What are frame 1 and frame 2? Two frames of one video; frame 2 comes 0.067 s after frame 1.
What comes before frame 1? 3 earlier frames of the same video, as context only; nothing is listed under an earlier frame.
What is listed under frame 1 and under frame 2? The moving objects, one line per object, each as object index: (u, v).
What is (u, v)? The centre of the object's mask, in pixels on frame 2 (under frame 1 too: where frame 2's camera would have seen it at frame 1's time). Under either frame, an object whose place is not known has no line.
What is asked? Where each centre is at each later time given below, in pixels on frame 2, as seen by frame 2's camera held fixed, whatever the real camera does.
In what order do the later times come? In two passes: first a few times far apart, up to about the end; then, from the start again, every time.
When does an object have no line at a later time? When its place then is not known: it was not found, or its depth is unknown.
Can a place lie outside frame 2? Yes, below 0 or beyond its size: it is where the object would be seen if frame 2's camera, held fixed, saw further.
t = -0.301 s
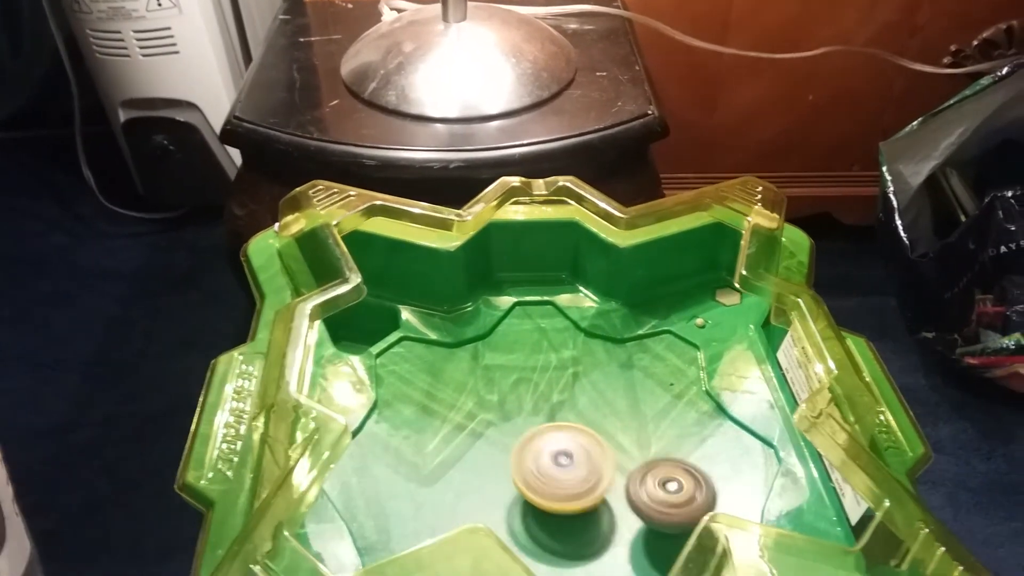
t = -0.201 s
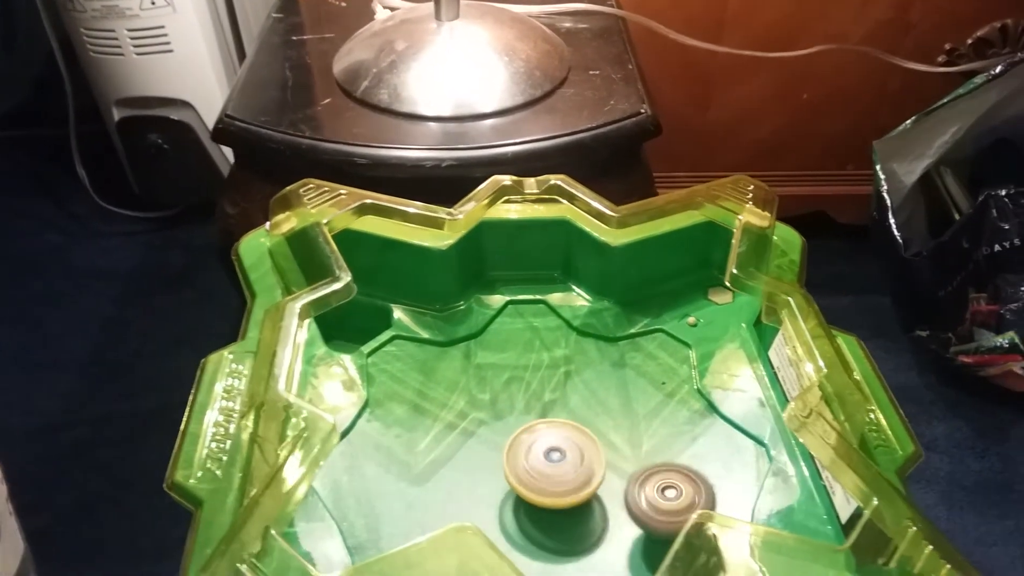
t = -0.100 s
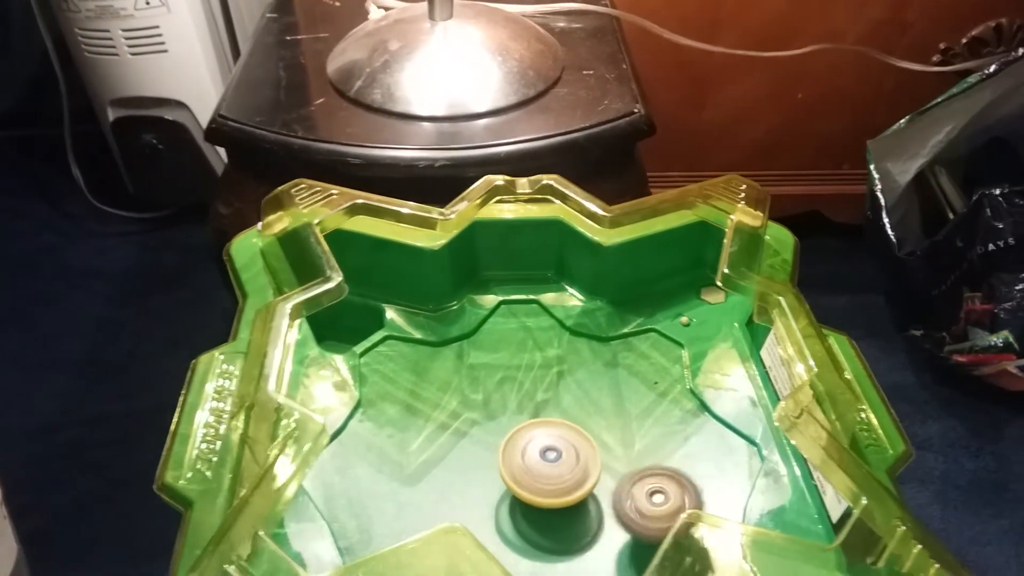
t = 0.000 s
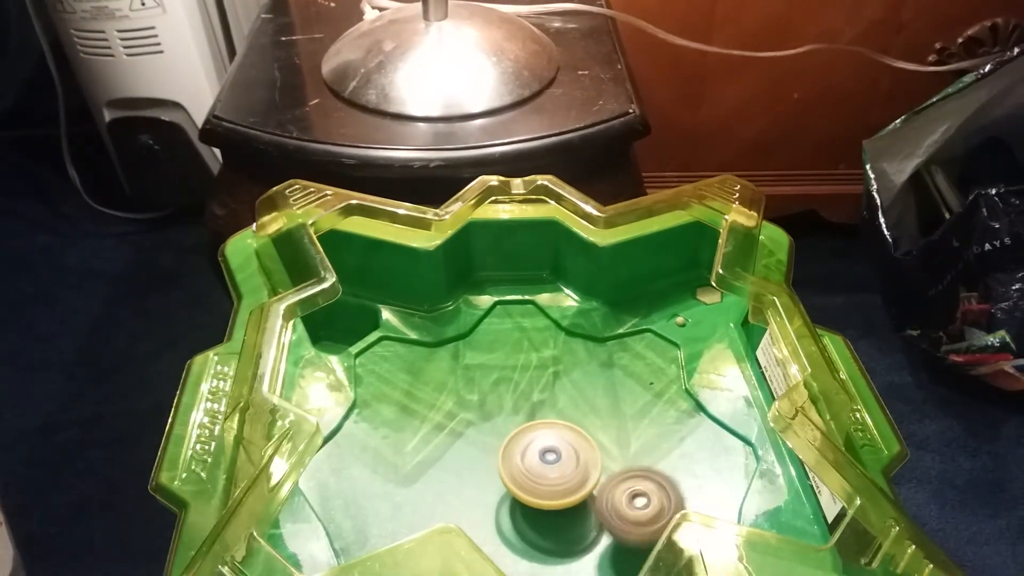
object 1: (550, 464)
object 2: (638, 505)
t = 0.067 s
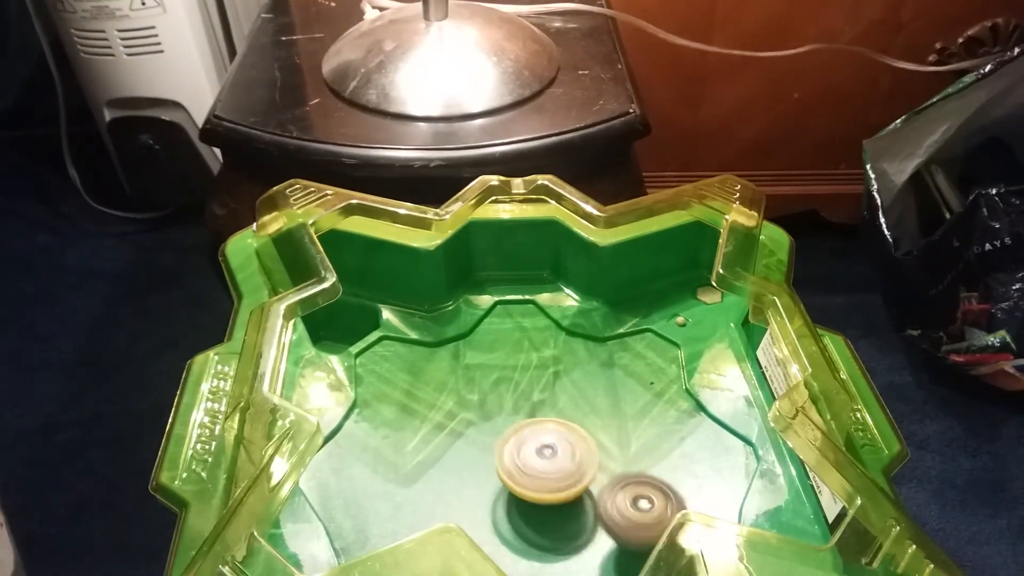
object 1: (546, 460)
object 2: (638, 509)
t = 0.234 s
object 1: (535, 456)
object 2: (632, 524)
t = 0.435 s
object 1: (535, 460)
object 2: (607, 531)
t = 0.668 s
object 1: (541, 467)
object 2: (587, 545)
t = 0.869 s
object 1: (549, 480)
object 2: (598, 555)
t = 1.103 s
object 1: (548, 476)
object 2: (598, 546)
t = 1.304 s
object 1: (545, 457)
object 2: (583, 535)
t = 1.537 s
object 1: (558, 443)
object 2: (551, 518)
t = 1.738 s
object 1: (573, 448)
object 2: (525, 527)
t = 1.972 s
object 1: (574, 461)
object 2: (518, 527)
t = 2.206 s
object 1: (581, 458)
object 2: (509, 532)
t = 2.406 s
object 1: (580, 457)
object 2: (511, 519)
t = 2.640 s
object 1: (588, 456)
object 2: (493, 516)
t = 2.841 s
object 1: (590, 457)
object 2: (497, 525)
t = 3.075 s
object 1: (588, 461)
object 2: (515, 513)
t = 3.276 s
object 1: (591, 455)
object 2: (496, 508)
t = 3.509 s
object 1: (584, 454)
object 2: (505, 502)
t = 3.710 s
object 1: (594, 448)
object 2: (499, 499)
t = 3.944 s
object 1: (588, 453)
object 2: (501, 496)
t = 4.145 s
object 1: (586, 453)
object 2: (502, 493)
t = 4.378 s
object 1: (589, 458)
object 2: (503, 501)
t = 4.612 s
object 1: (579, 455)
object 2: (494, 493)
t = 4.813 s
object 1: (576, 454)
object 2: (492, 499)
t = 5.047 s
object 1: (577, 453)
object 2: (502, 496)
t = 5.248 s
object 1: (595, 466)
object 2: (539, 519)
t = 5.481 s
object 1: (611, 474)
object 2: (543, 525)
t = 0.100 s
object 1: (543, 458)
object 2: (639, 513)
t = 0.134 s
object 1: (542, 458)
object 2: (637, 516)
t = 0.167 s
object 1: (538, 457)
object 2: (636, 520)
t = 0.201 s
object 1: (537, 457)
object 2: (634, 522)
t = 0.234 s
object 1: (535, 456)
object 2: (632, 524)
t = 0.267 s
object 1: (535, 456)
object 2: (630, 527)
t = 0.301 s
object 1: (534, 456)
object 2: (626, 528)
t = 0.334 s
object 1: (534, 457)
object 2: (623, 530)
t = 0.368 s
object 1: (534, 457)
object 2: (618, 531)
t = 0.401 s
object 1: (534, 459)
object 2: (614, 532)
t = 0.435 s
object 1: (535, 460)
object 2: (607, 531)
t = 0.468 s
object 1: (535, 461)
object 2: (599, 529)
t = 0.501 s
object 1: (536, 463)
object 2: (592, 530)
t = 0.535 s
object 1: (536, 463)
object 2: (588, 530)
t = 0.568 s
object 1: (536, 464)
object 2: (587, 532)
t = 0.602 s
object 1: (537, 464)
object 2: (589, 537)
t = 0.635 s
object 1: (540, 466)
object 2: (589, 541)
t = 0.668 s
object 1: (541, 467)
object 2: (587, 545)
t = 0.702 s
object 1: (542, 470)
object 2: (589, 549)
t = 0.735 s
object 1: (544, 471)
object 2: (591, 551)
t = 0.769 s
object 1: (545, 474)
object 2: (593, 553)
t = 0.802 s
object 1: (546, 475)
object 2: (594, 554)
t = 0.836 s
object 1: (548, 478)
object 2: (597, 555)
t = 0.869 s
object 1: (549, 480)
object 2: (598, 555)
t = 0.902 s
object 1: (550, 482)
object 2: (599, 554)
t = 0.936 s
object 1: (552, 484)
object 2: (599, 552)
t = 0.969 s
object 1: (552, 486)
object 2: (599, 551)
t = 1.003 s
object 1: (552, 486)
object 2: (599, 550)
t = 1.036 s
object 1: (549, 479)
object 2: (602, 549)
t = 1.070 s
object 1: (549, 476)
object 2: (602, 548)
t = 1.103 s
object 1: (548, 476)
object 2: (598, 546)
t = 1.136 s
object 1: (546, 473)
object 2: (596, 543)
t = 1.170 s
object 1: (545, 470)
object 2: (593, 540)
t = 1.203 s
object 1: (545, 465)
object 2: (593, 539)
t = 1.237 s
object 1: (545, 460)
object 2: (592, 537)
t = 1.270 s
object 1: (546, 459)
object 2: (587, 536)
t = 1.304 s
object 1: (545, 457)
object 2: (583, 535)
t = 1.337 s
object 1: (544, 455)
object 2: (580, 532)
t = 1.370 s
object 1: (545, 452)
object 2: (575, 528)
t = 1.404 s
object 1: (548, 449)
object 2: (570, 526)
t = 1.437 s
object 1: (549, 447)
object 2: (564, 523)
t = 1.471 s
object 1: (552, 445)
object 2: (560, 520)
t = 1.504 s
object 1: (554, 443)
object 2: (555, 518)
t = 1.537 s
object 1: (558, 443)
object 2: (551, 518)
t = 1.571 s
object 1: (563, 443)
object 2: (545, 520)
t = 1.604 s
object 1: (567, 444)
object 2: (540, 522)
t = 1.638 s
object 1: (567, 446)
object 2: (535, 524)
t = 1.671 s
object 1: (568, 445)
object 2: (531, 525)
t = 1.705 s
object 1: (571, 446)
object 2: (528, 526)
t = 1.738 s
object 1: (573, 448)
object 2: (525, 527)
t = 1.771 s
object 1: (573, 451)
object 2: (522, 528)
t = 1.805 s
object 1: (574, 451)
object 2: (521, 529)
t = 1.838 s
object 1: (575, 454)
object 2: (520, 528)
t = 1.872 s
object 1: (575, 457)
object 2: (519, 528)
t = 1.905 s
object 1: (573, 459)
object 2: (518, 526)
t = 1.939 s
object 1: (573, 459)
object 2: (517, 526)
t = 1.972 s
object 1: (574, 461)
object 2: (518, 527)
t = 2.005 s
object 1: (575, 463)
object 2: (517, 527)
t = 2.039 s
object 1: (577, 463)
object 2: (514, 529)
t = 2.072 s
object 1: (578, 462)
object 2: (513, 532)
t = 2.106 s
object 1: (578, 462)
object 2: (512, 533)
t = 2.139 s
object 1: (578, 459)
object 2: (509, 532)
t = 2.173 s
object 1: (580, 457)
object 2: (508, 532)
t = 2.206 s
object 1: (581, 458)
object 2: (509, 532)
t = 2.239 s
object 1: (580, 457)
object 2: (509, 532)
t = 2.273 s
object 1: (581, 456)
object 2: (509, 531)
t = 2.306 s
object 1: (581, 456)
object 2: (510, 529)
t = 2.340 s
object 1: (580, 456)
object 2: (510, 527)
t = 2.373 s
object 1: (580, 456)
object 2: (510, 524)
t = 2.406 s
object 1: (580, 457)
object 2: (511, 519)
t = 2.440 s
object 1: (578, 458)
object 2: (510, 515)
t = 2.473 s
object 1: (578, 458)
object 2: (511, 512)
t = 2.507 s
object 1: (579, 457)
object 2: (508, 511)
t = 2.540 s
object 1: (581, 459)
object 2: (507, 512)
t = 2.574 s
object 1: (580, 459)
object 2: (504, 510)
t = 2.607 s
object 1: (586, 455)
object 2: (494, 513)
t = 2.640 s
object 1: (588, 456)
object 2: (493, 516)
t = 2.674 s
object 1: (587, 457)
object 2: (493, 518)
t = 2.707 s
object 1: (586, 455)
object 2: (491, 517)
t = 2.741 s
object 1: (588, 453)
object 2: (487, 516)
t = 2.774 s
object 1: (591, 454)
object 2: (486, 518)
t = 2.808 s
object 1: (592, 456)
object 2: (491, 521)
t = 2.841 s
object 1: (590, 457)
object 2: (497, 525)
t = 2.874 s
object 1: (591, 456)
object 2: (499, 525)
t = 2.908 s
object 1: (591, 457)
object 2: (502, 525)
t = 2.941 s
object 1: (590, 459)
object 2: (504, 523)
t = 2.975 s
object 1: (587, 461)
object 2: (508, 521)
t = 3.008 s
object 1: (585, 461)
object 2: (512, 517)
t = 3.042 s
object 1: (588, 459)
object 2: (512, 516)
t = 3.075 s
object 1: (588, 461)
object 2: (515, 513)
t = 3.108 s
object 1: (590, 460)
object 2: (513, 512)
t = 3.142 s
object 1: (591, 460)
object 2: (511, 514)
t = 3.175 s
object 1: (590, 460)
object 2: (510, 512)
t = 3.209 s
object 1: (589, 459)
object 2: (507, 508)
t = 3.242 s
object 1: (589, 456)
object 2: (500, 506)
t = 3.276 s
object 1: (591, 455)
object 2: (496, 508)
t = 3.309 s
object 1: (591, 455)
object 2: (498, 510)
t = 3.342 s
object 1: (590, 455)
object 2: (501, 509)
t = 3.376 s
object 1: (590, 453)
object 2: (500, 507)
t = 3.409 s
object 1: (590, 455)
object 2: (498, 506)
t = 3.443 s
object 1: (588, 455)
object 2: (498, 507)
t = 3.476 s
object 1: (586, 455)
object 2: (501, 506)
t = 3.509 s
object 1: (584, 454)
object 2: (505, 502)
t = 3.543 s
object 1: (587, 454)
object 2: (503, 500)
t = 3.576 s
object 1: (591, 454)
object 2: (500, 501)
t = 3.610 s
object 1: (590, 455)
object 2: (502, 502)
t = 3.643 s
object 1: (588, 455)
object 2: (508, 497)
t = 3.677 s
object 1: (589, 452)
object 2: (503, 496)
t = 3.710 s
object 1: (594, 448)
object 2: (499, 499)
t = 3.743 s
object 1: (596, 451)
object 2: (499, 502)
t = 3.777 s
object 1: (593, 453)
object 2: (501, 500)
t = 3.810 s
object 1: (590, 451)
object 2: (499, 497)
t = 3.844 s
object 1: (590, 449)
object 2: (495, 496)
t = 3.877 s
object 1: (591, 448)
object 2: (493, 498)
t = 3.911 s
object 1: (591, 450)
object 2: (495, 498)
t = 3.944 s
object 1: (588, 453)
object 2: (501, 496)
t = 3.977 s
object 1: (586, 452)
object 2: (501, 495)
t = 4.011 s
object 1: (593, 451)
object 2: (497, 495)
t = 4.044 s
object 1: (595, 455)
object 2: (497, 497)
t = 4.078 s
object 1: (591, 457)
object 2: (502, 497)
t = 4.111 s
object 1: (587, 456)
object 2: (505, 494)
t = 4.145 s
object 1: (586, 453)
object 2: (502, 493)
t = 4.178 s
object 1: (588, 450)
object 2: (500, 493)
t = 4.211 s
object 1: (590, 452)
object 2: (499, 494)
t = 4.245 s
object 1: (588, 455)
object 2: (502, 493)
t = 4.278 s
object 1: (591, 454)
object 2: (498, 495)
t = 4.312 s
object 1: (593, 456)
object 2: (496, 501)
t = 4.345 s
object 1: (592, 458)
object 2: (499, 503)
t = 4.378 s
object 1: (589, 458)
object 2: (503, 501)
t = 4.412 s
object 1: (586, 457)
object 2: (503, 499)
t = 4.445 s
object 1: (584, 454)
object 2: (500, 497)
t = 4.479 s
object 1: (587, 451)
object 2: (494, 496)
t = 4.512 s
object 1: (588, 453)
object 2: (491, 496)
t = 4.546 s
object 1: (587, 455)
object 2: (490, 495)
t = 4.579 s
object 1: (583, 456)
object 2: (492, 494)
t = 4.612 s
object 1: (579, 455)
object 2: (494, 493)
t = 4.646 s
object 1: (576, 453)
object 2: (495, 490)
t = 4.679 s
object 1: (576, 451)
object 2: (495, 488)
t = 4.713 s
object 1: (579, 450)
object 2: (490, 492)
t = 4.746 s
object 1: (579, 452)
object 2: (489, 497)
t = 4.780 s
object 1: (578, 453)
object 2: (490, 498)
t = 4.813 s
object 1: (576, 454)
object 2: (492, 499)
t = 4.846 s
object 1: (576, 453)
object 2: (495, 498)
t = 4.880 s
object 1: (577, 453)
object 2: (497, 497)
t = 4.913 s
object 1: (577, 455)
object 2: (497, 495)
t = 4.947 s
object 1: (574, 456)
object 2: (498, 495)
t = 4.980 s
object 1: (572, 454)
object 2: (498, 494)
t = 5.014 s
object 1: (574, 453)
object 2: (499, 495)
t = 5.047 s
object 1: (577, 453)
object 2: (502, 496)
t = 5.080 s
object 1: (579, 455)
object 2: (506, 497)
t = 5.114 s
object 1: (581, 457)
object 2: (513, 499)
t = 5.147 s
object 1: (582, 459)
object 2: (522, 503)
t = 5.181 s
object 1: (584, 461)
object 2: (528, 507)
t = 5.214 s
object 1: (589, 462)
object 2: (535, 513)
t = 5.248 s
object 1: (595, 466)
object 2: (539, 519)
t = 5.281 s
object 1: (600, 469)
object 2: (541, 522)
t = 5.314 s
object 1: (605, 469)
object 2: (543, 524)
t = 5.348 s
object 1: (610, 470)
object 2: (543, 525)
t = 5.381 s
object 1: (612, 473)
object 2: (544, 526)
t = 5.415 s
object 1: (613, 474)
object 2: (544, 526)
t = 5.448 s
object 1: (612, 475)
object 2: (544, 526)
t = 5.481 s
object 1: (611, 474)
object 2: (543, 525)
